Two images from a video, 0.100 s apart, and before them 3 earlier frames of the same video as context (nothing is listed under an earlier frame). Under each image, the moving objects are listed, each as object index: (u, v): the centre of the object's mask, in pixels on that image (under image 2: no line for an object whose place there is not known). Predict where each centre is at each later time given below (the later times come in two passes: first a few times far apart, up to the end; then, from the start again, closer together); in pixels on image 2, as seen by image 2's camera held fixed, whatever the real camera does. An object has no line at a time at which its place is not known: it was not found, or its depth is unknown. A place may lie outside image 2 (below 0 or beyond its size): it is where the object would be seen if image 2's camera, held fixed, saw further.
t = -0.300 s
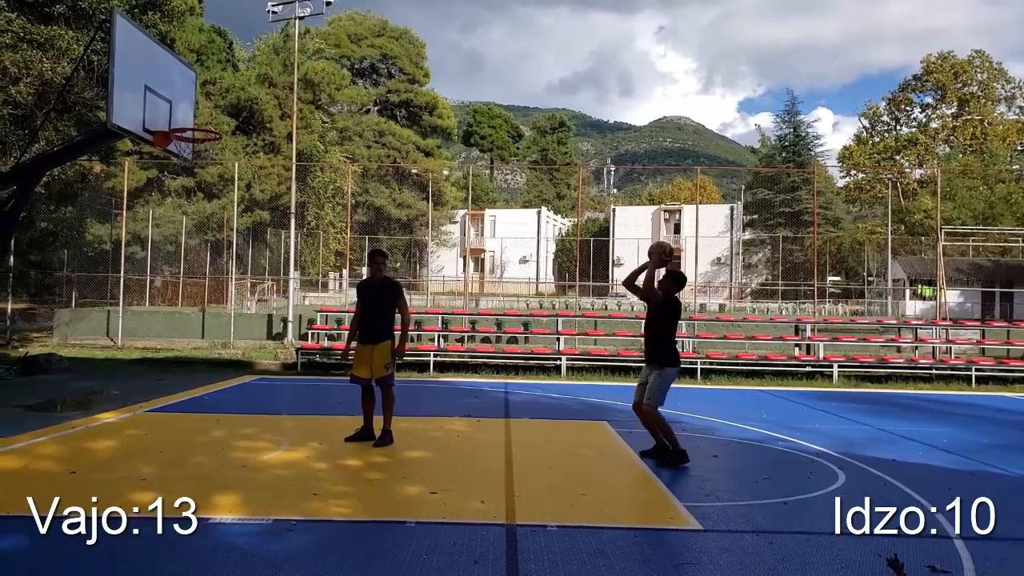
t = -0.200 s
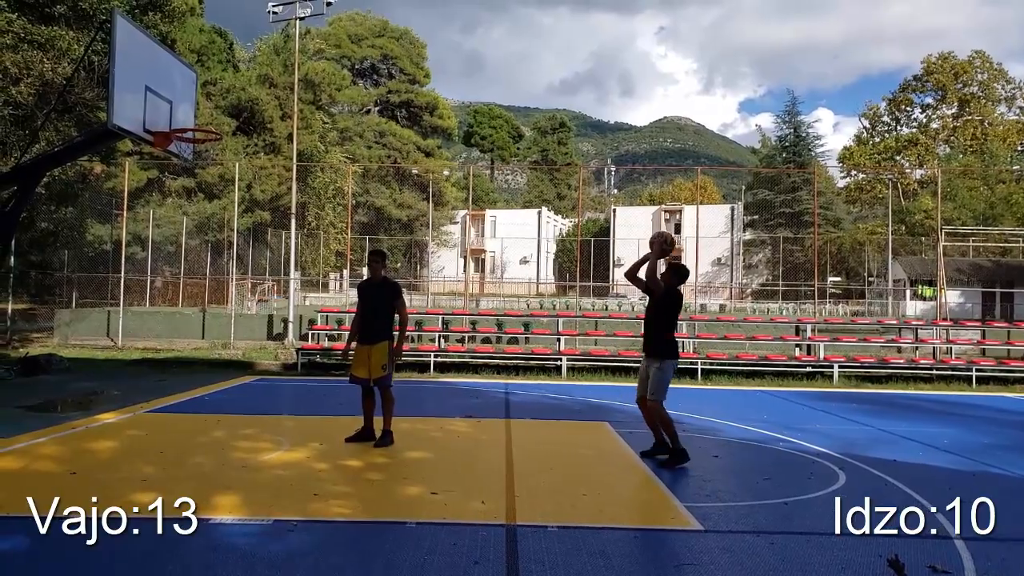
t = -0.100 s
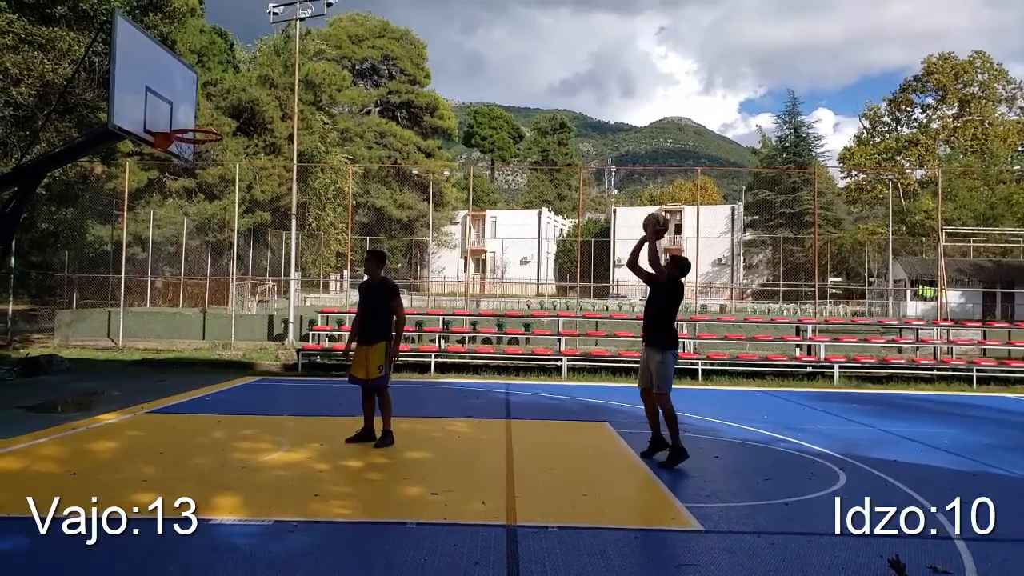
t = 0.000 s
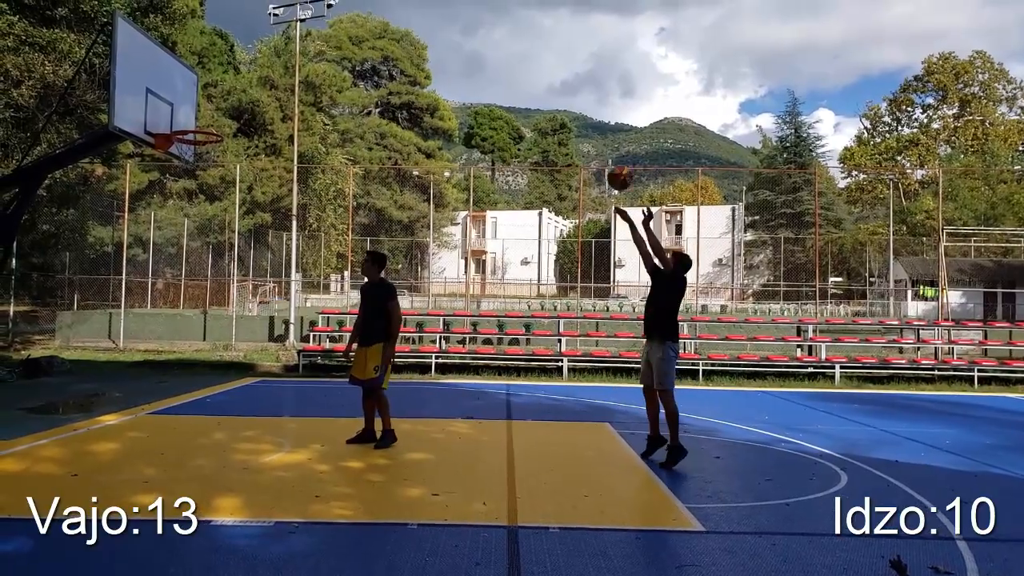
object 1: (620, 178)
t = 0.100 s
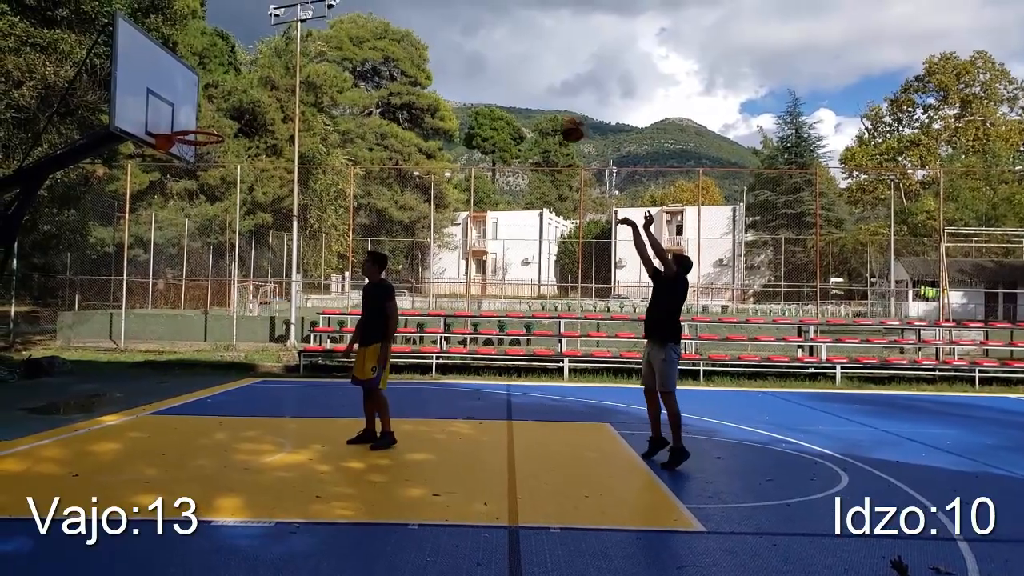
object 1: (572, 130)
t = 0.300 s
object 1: (479, 67)
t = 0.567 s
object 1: (356, 48)
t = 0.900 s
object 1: (209, 121)
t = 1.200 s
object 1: (221, 250)
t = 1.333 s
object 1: (238, 340)
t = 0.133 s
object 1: (557, 117)
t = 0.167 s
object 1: (541, 104)
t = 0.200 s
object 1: (525, 93)
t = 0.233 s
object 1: (510, 83)
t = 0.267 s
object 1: (494, 74)
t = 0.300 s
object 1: (479, 67)
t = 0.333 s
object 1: (463, 60)
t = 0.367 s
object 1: (448, 55)
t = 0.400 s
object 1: (432, 51)
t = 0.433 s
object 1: (417, 48)
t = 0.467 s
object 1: (402, 46)
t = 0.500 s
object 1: (386, 46)
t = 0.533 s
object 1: (371, 46)
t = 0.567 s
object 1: (356, 48)
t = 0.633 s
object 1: (326, 54)
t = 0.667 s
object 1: (312, 58)
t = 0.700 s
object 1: (297, 64)
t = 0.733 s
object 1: (282, 71)
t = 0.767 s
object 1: (268, 79)
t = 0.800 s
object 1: (252, 88)
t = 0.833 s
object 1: (238, 98)
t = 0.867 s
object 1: (224, 109)
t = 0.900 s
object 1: (209, 121)
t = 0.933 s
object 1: (193, 126)
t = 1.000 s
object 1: (193, 157)
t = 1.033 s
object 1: (199, 170)
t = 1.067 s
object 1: (203, 182)
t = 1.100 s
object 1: (208, 197)
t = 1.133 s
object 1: (212, 214)
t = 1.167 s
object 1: (215, 233)
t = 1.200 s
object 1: (221, 250)
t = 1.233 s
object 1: (225, 271)
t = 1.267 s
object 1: (229, 293)
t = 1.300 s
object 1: (233, 316)
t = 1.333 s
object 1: (238, 340)
